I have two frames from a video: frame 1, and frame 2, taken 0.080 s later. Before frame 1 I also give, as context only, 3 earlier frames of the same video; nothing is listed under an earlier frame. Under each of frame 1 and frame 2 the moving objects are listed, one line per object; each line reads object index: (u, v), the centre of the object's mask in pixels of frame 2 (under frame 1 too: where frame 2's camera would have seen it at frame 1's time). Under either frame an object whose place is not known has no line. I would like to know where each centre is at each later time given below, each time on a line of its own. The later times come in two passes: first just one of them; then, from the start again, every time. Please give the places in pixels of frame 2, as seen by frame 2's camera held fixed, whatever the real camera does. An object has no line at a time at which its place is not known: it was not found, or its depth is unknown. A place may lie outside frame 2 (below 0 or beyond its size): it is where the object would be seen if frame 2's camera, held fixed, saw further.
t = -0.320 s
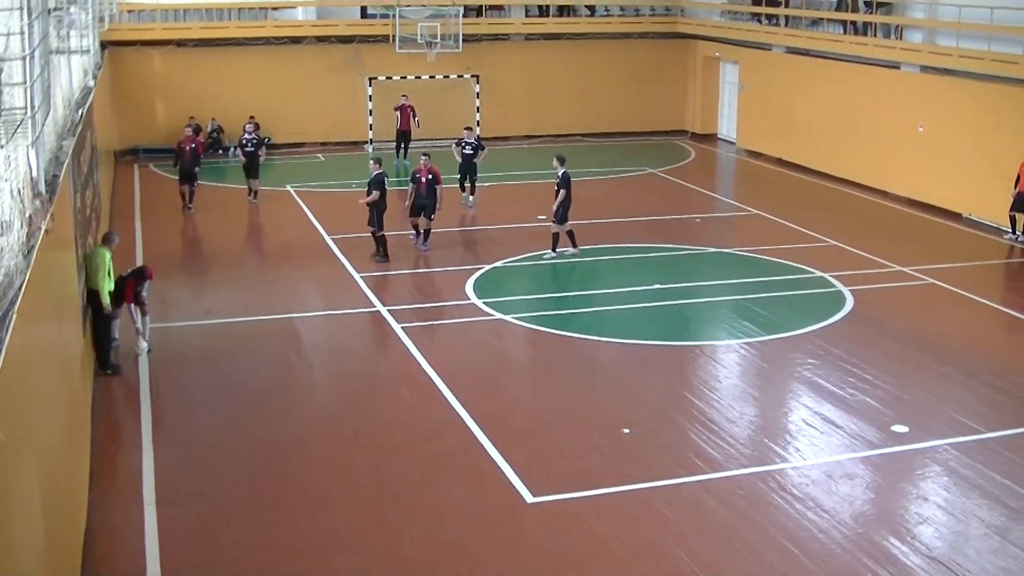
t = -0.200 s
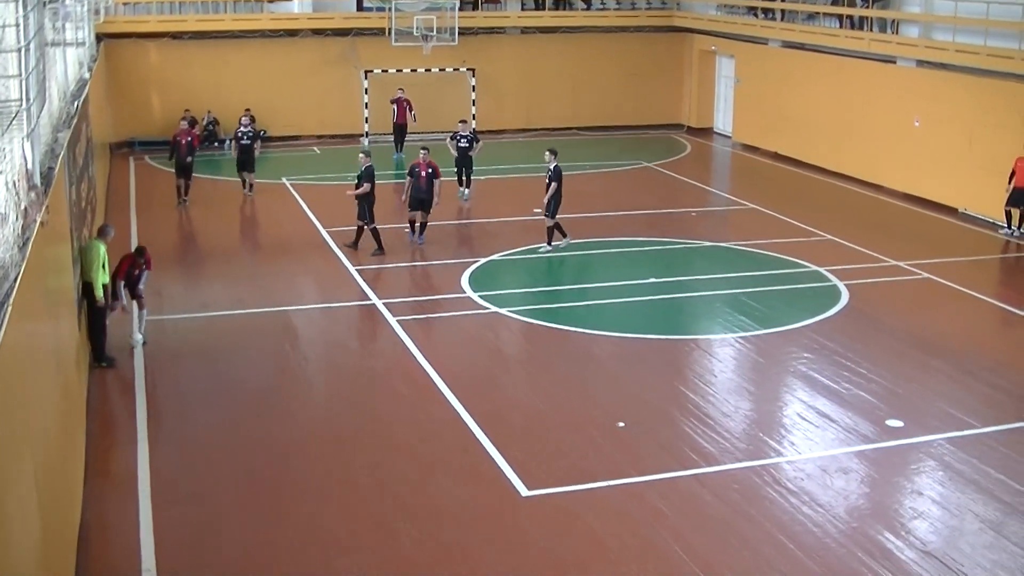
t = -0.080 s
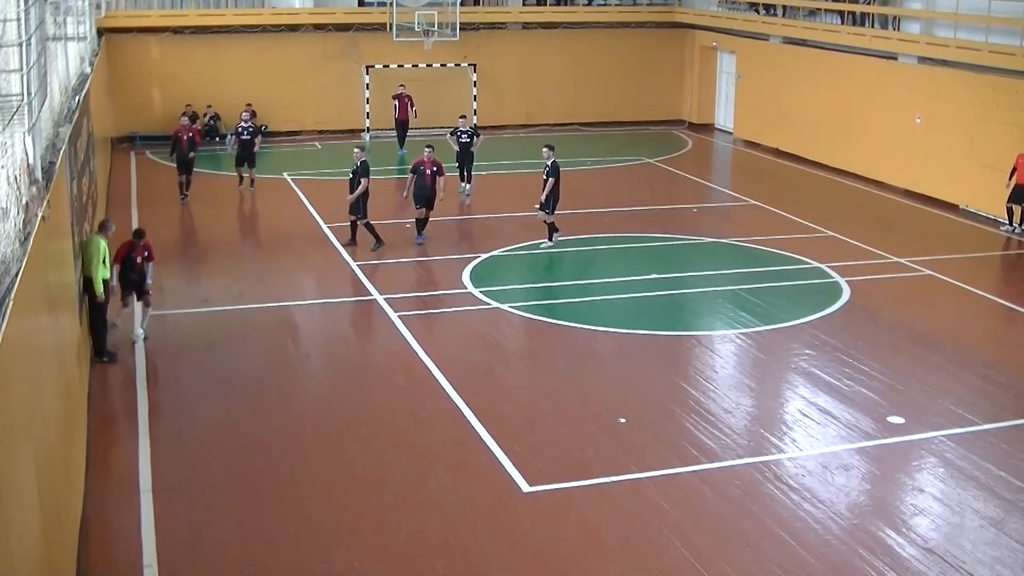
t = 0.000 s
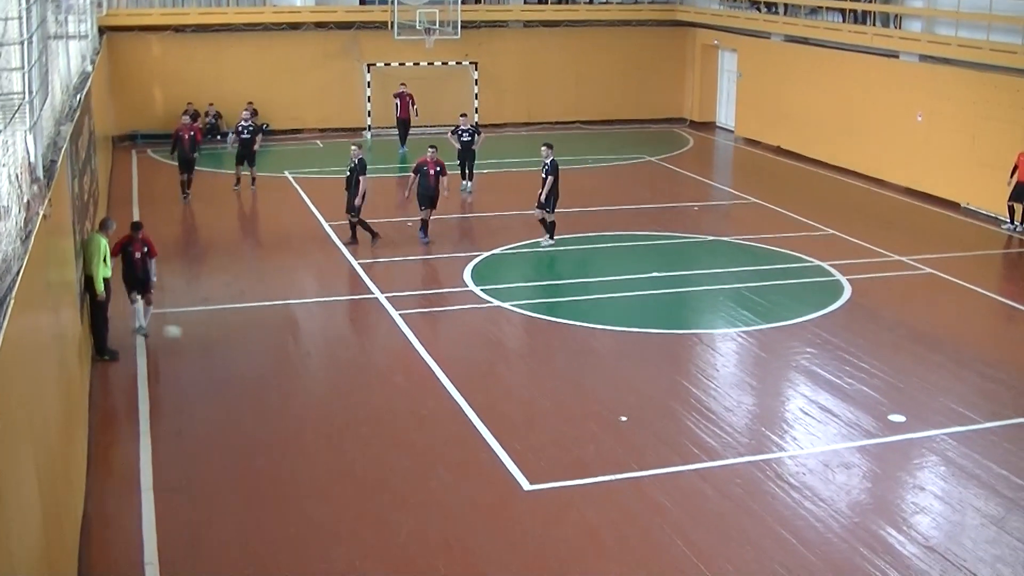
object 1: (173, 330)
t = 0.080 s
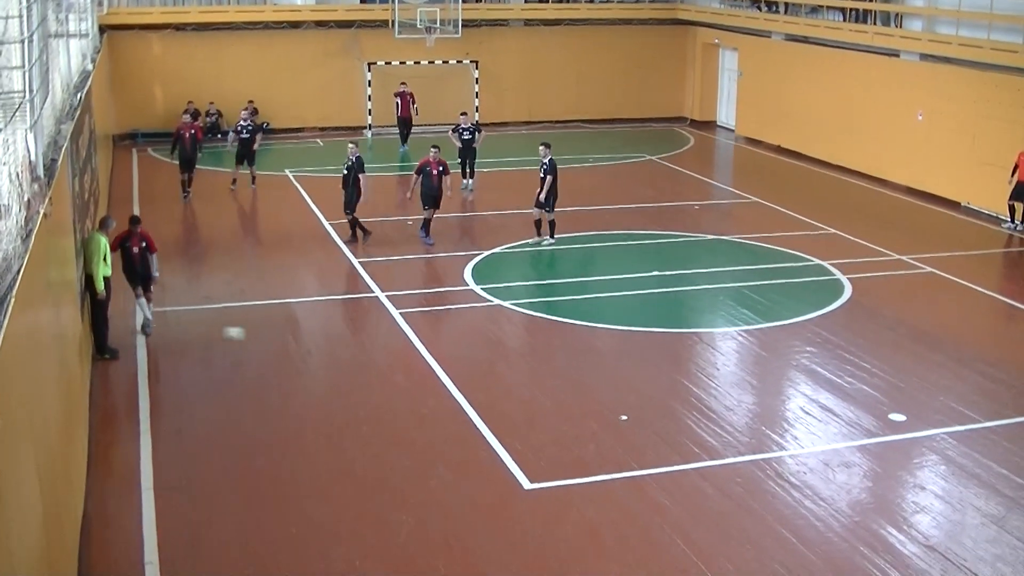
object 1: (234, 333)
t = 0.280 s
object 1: (403, 364)
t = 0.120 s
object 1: (266, 337)
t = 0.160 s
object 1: (299, 342)
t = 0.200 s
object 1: (334, 348)
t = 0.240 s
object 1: (368, 356)
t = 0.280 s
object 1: (403, 364)
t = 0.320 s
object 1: (431, 363)
